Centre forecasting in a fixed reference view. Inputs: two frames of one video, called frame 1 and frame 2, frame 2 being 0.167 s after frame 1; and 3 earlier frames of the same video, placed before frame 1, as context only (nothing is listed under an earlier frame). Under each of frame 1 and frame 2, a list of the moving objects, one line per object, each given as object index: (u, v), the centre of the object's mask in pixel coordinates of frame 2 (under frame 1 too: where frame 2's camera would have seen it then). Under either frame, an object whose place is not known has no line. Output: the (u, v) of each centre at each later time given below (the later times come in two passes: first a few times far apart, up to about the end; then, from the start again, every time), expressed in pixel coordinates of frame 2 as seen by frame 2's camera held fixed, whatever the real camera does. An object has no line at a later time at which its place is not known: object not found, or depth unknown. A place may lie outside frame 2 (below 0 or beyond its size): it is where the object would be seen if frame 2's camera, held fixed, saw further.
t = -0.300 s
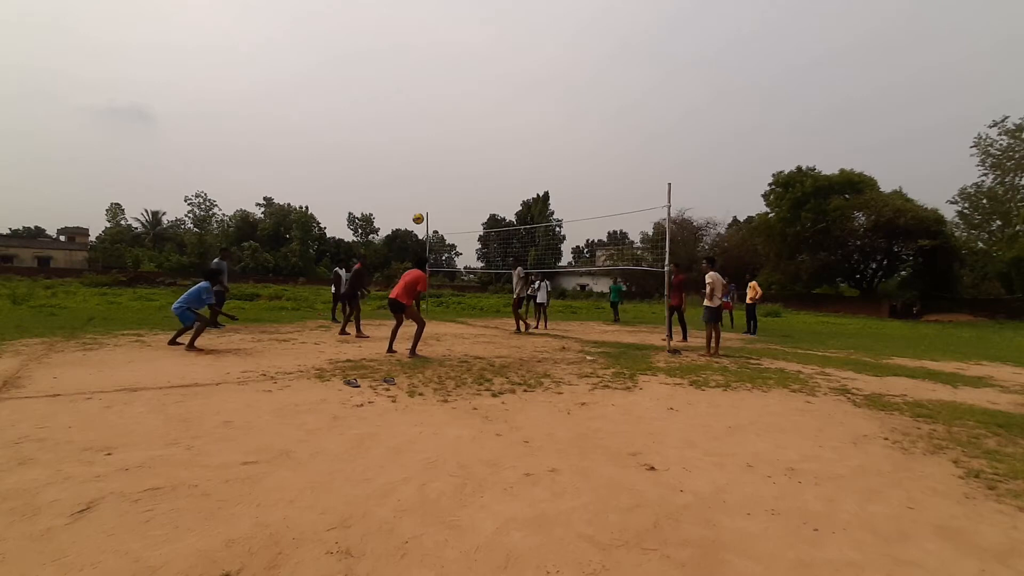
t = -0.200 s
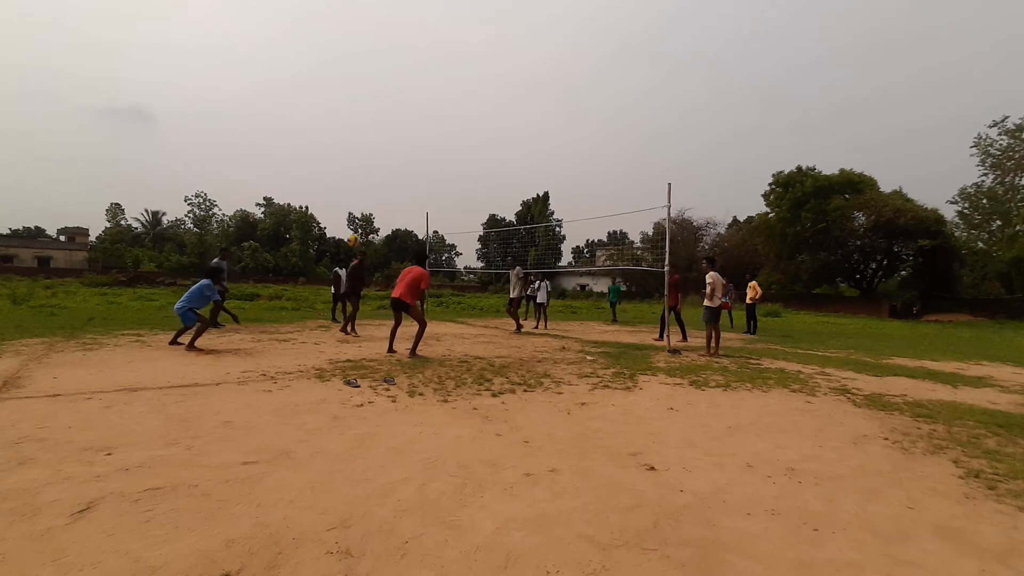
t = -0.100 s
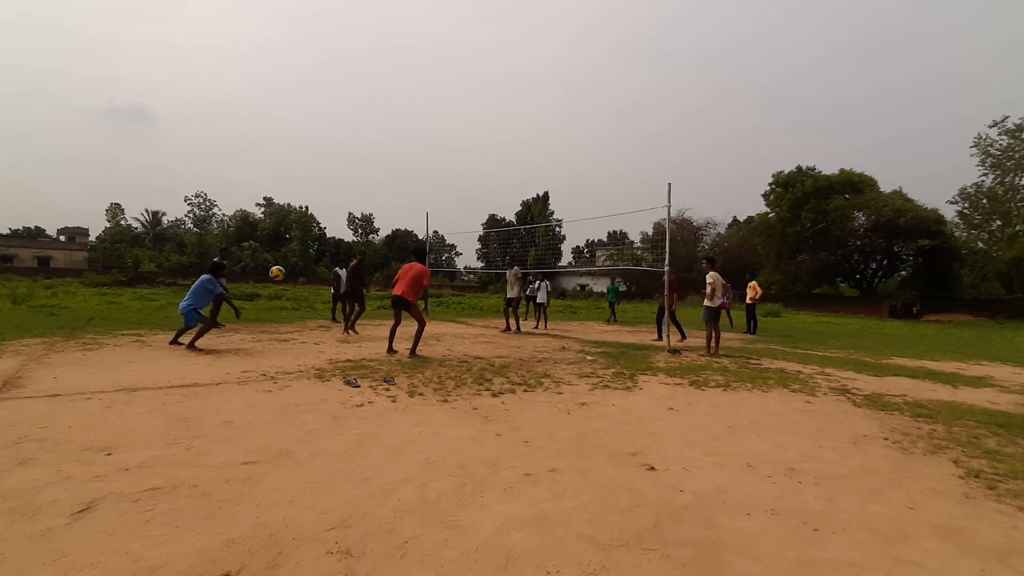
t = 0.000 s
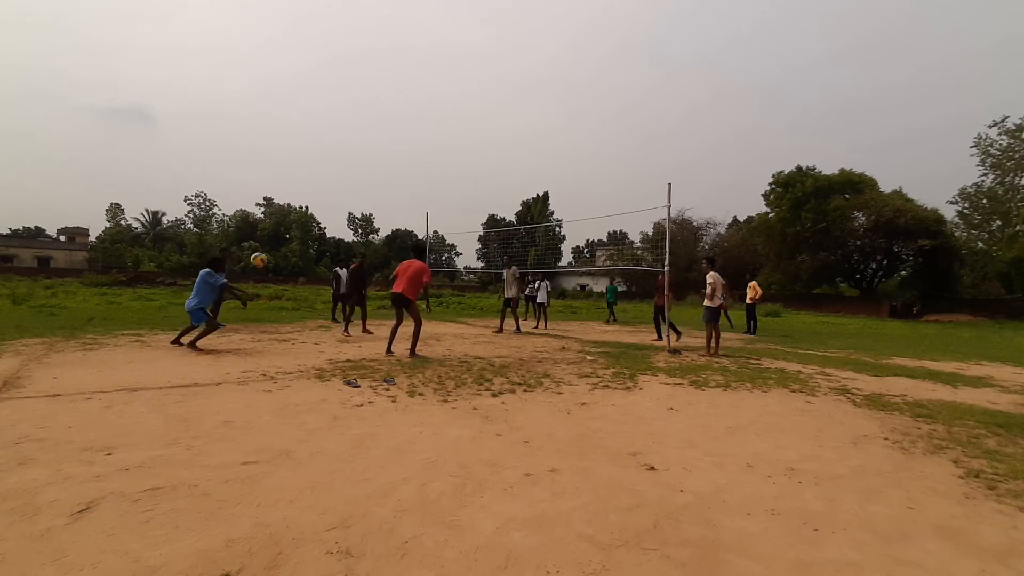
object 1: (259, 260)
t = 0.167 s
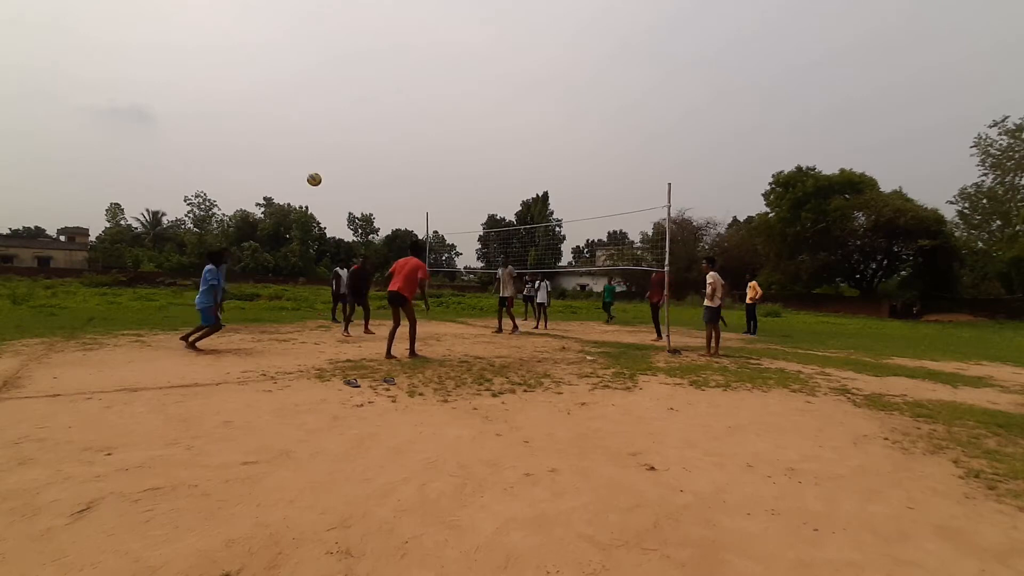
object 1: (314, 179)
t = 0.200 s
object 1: (324, 166)
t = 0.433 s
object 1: (389, 96)
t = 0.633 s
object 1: (437, 67)
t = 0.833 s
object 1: (481, 62)
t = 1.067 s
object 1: (526, 85)
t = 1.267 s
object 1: (559, 126)
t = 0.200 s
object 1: (324, 166)
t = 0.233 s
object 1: (334, 154)
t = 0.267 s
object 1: (343, 142)
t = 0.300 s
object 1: (353, 131)
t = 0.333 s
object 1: (362, 121)
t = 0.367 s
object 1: (371, 112)
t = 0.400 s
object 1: (380, 104)
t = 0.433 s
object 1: (389, 96)
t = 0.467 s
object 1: (397, 89)
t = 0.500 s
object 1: (406, 83)
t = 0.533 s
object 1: (414, 78)
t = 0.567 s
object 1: (422, 74)
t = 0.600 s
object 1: (430, 70)
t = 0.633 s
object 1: (437, 67)
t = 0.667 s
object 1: (445, 64)
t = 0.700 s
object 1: (452, 63)
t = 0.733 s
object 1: (460, 62)
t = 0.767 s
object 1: (467, 61)
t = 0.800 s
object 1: (474, 61)
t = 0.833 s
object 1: (481, 62)
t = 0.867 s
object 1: (488, 63)
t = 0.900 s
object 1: (495, 65)
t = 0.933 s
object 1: (501, 68)
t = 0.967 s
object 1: (508, 71)
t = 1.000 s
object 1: (514, 75)
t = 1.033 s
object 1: (520, 80)
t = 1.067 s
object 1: (526, 85)
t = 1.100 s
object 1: (532, 90)
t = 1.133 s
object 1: (538, 96)
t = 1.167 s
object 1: (543, 103)
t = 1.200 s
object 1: (549, 110)
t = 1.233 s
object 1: (554, 117)
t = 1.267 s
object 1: (559, 126)
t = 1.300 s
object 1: (565, 134)
